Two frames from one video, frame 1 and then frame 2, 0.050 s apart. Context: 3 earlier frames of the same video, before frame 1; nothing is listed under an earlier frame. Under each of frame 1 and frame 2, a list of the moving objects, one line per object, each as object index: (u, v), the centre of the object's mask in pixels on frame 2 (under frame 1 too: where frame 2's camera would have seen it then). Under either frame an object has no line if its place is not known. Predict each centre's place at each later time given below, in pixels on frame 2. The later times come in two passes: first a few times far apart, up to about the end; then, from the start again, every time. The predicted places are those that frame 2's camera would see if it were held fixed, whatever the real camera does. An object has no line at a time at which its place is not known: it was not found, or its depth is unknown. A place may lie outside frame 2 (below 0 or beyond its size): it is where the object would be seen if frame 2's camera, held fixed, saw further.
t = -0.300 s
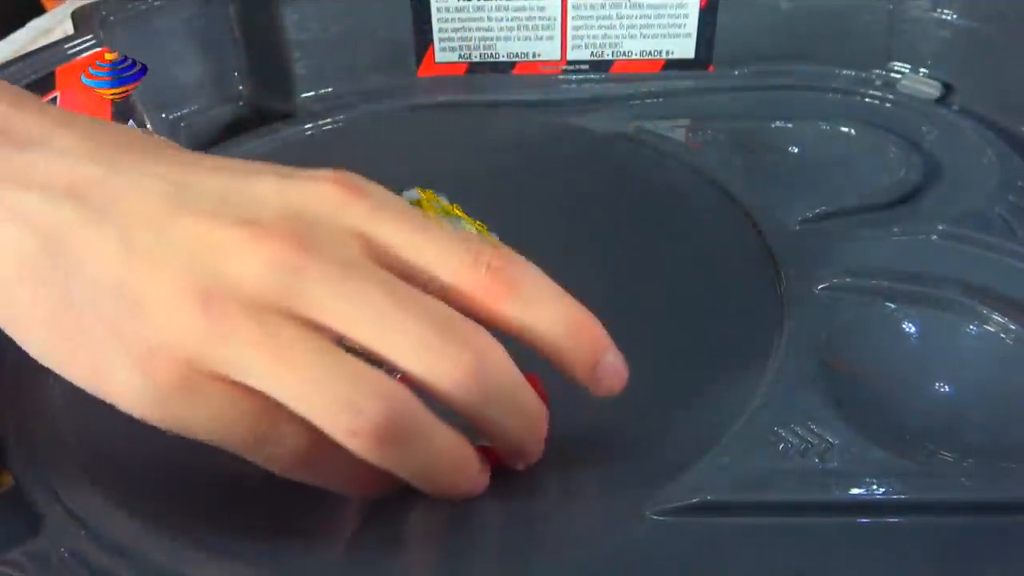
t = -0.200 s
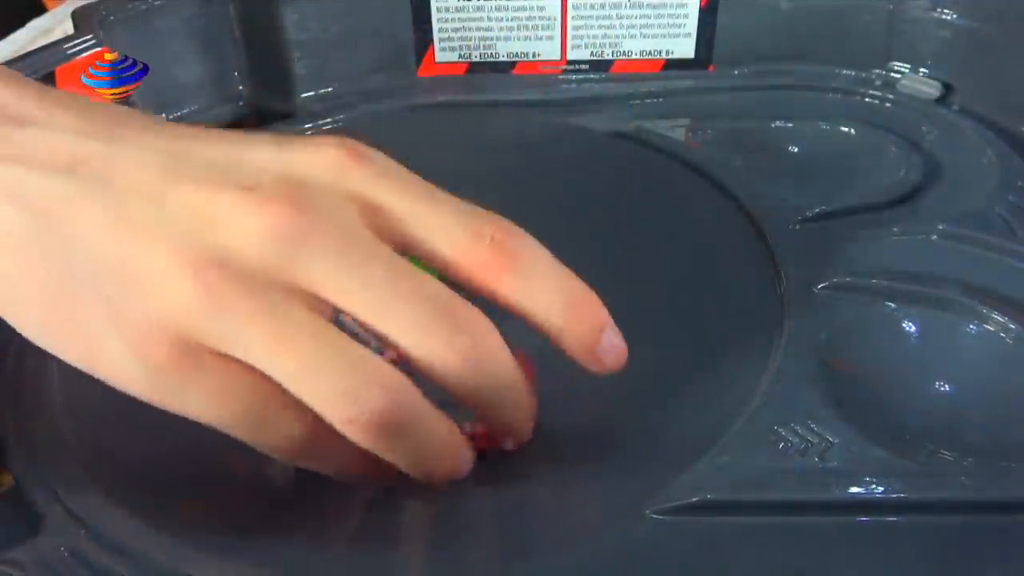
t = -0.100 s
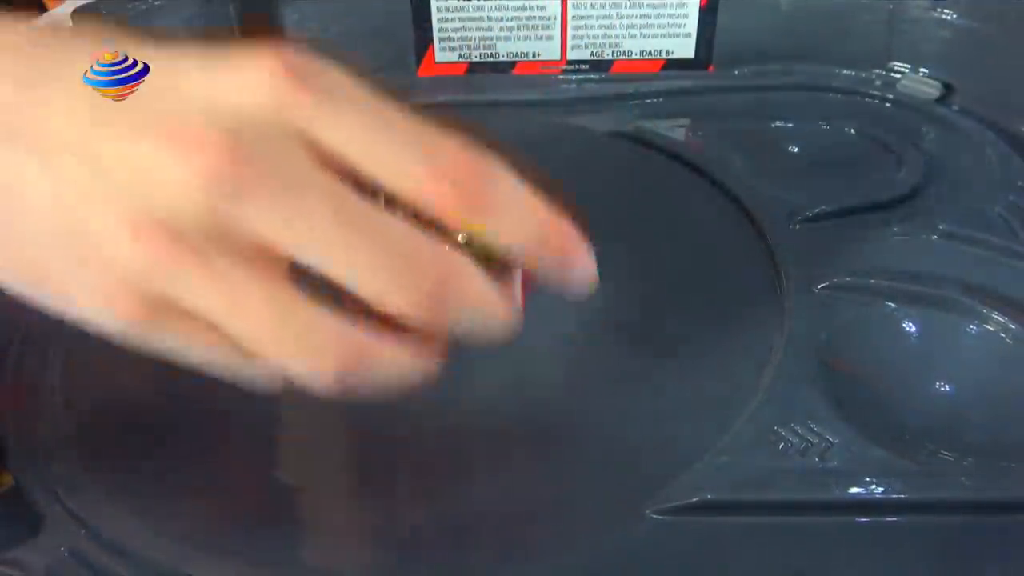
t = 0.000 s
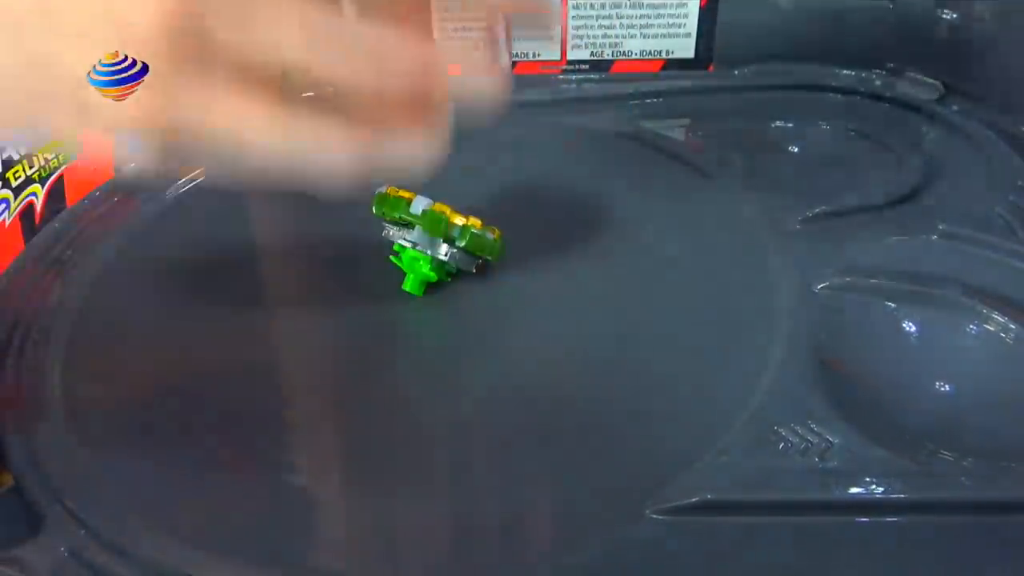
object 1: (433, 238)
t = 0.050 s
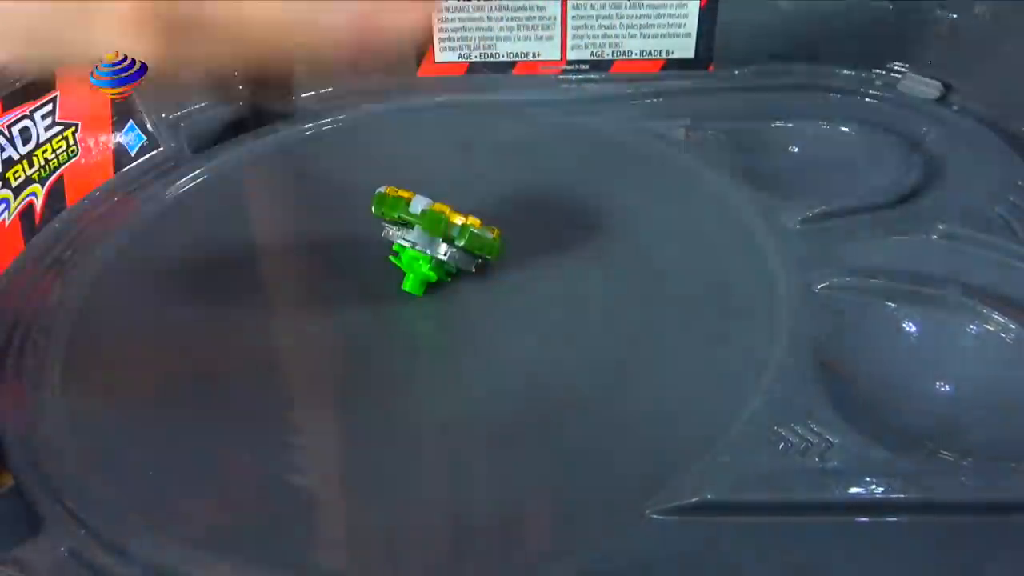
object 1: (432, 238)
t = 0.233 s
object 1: (437, 241)
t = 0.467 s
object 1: (445, 244)
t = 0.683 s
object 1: (453, 251)
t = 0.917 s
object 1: (456, 265)
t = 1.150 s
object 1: (453, 270)
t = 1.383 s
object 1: (456, 264)
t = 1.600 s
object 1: (456, 254)
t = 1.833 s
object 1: (450, 247)
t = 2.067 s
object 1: (451, 248)
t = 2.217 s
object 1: (455, 252)
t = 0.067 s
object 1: (432, 238)
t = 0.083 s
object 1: (432, 238)
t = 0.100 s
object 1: (433, 238)
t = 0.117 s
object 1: (433, 238)
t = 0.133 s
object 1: (433, 238)
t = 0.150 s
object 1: (434, 238)
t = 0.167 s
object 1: (434, 239)
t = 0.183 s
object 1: (435, 239)
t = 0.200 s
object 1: (435, 240)
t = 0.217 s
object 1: (436, 240)
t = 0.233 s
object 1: (437, 241)
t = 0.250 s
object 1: (438, 241)
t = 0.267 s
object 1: (439, 242)
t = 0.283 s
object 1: (440, 242)
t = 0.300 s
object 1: (441, 242)
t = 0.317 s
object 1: (442, 243)
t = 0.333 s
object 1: (443, 243)
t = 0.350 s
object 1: (444, 244)
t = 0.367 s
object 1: (444, 244)
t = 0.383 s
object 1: (444, 244)
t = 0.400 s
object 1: (444, 244)
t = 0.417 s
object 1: (444, 244)
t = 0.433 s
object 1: (445, 244)
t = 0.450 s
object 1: (445, 244)
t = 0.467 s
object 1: (445, 244)
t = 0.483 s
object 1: (445, 244)
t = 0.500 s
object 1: (445, 245)
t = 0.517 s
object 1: (445, 245)
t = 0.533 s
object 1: (446, 245)
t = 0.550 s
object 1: (446, 245)
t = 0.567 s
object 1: (447, 245)
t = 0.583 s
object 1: (447, 246)
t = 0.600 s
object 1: (448, 246)
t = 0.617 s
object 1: (449, 247)
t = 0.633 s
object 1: (450, 248)
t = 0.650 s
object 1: (451, 249)
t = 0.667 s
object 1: (452, 250)
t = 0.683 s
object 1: (453, 251)
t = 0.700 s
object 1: (455, 252)
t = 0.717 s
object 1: (455, 253)
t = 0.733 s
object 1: (455, 254)
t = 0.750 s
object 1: (456, 255)
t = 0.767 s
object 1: (456, 256)
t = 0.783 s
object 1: (456, 256)
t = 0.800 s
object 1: (456, 257)
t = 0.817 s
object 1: (457, 258)
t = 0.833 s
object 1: (457, 259)
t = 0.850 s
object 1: (457, 260)
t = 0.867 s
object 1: (457, 261)
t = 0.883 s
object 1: (457, 263)
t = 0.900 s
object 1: (456, 264)
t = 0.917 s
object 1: (456, 265)
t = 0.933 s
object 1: (455, 265)
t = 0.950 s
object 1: (455, 266)
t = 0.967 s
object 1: (455, 267)
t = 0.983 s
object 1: (454, 267)
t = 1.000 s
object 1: (454, 268)
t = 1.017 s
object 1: (454, 268)
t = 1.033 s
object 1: (454, 269)
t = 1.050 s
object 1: (453, 269)
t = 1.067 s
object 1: (453, 269)
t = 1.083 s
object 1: (453, 269)
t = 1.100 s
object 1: (453, 270)
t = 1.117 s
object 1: (453, 270)
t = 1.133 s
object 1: (453, 270)
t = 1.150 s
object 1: (453, 270)
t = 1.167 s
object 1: (453, 269)
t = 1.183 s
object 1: (453, 269)
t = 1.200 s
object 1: (453, 269)
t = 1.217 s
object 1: (453, 269)
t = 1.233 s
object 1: (453, 268)
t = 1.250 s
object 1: (454, 268)
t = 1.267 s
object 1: (454, 267)
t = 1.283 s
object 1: (454, 267)
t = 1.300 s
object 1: (454, 266)
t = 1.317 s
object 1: (454, 266)
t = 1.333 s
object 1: (455, 265)
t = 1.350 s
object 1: (455, 265)
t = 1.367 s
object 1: (455, 264)
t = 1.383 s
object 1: (456, 264)
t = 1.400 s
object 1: (456, 262)
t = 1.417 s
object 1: (457, 261)
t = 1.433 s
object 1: (457, 260)
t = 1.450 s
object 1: (457, 259)
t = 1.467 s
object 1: (457, 259)
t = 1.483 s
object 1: (457, 258)
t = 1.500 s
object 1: (457, 258)
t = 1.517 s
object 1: (457, 257)
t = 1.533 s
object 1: (456, 256)
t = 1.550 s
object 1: (456, 256)
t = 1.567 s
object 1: (456, 255)
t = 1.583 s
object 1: (456, 255)
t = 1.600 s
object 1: (456, 254)
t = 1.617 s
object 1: (455, 254)
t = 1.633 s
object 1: (455, 253)
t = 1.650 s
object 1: (455, 252)
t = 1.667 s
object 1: (454, 252)
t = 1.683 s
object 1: (454, 251)
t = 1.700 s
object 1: (453, 250)
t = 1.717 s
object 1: (453, 250)
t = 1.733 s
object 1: (452, 249)
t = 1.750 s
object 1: (452, 248)
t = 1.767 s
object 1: (451, 248)
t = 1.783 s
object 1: (451, 248)
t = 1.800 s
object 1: (451, 248)
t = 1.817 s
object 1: (450, 247)
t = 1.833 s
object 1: (450, 247)
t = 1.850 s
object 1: (450, 247)
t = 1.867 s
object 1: (450, 247)
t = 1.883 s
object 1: (449, 247)
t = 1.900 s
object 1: (449, 247)
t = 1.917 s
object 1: (449, 247)
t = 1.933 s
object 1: (449, 247)
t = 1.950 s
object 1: (449, 247)
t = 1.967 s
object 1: (449, 247)
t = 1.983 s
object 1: (450, 247)
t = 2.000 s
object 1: (450, 247)
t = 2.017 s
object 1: (450, 247)
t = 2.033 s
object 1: (450, 248)
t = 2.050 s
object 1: (451, 248)
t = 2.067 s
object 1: (451, 248)
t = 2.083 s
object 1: (451, 248)
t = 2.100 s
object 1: (451, 249)
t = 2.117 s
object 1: (452, 249)
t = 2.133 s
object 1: (452, 249)
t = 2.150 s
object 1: (453, 250)
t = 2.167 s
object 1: (453, 250)
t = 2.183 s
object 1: (454, 251)
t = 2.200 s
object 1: (455, 252)
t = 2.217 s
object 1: (455, 252)
